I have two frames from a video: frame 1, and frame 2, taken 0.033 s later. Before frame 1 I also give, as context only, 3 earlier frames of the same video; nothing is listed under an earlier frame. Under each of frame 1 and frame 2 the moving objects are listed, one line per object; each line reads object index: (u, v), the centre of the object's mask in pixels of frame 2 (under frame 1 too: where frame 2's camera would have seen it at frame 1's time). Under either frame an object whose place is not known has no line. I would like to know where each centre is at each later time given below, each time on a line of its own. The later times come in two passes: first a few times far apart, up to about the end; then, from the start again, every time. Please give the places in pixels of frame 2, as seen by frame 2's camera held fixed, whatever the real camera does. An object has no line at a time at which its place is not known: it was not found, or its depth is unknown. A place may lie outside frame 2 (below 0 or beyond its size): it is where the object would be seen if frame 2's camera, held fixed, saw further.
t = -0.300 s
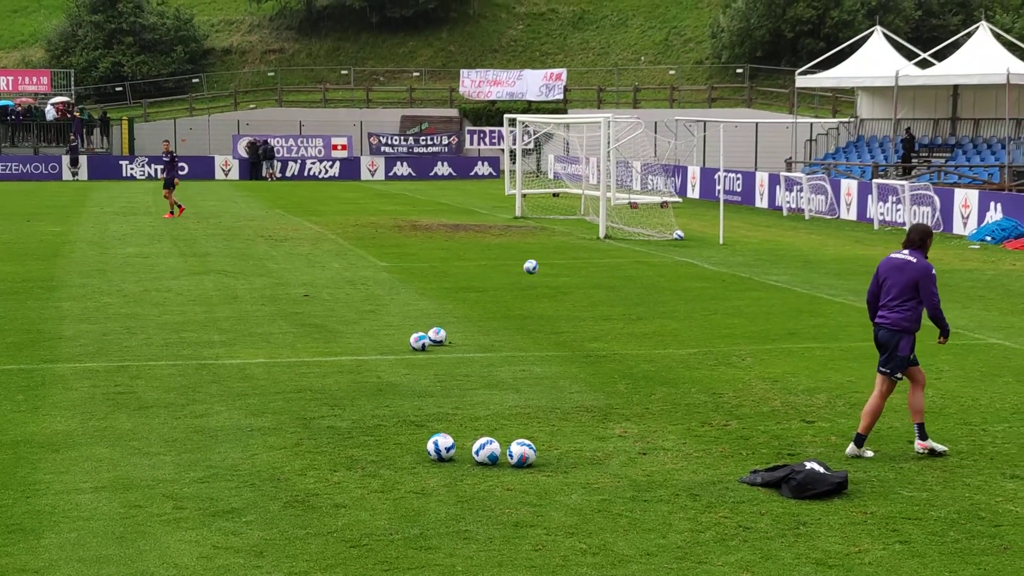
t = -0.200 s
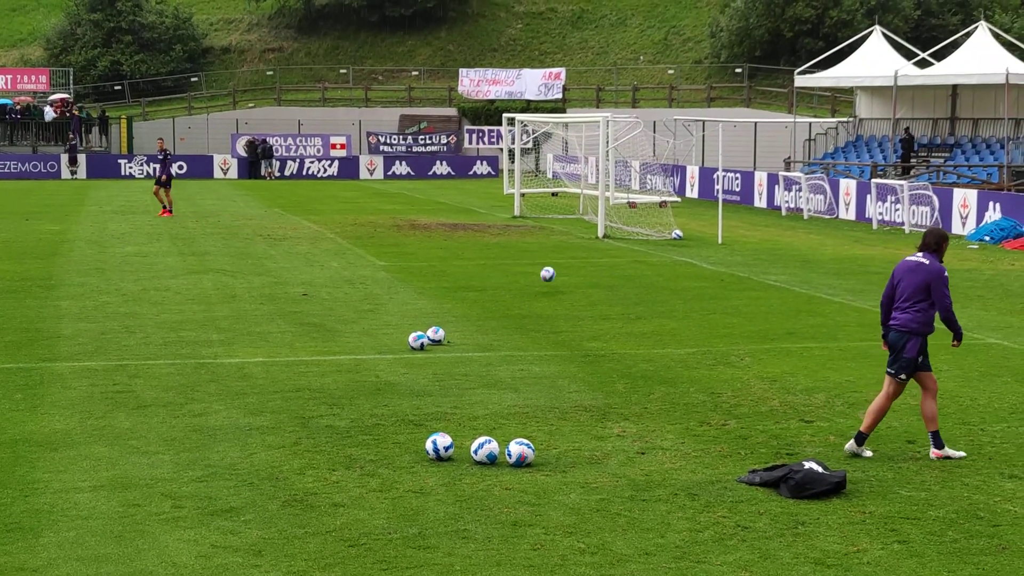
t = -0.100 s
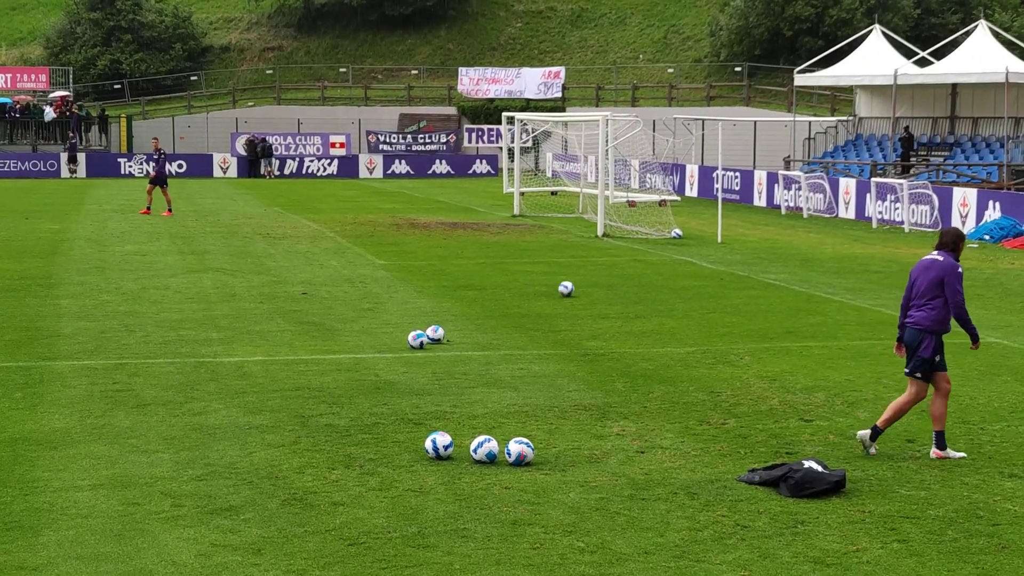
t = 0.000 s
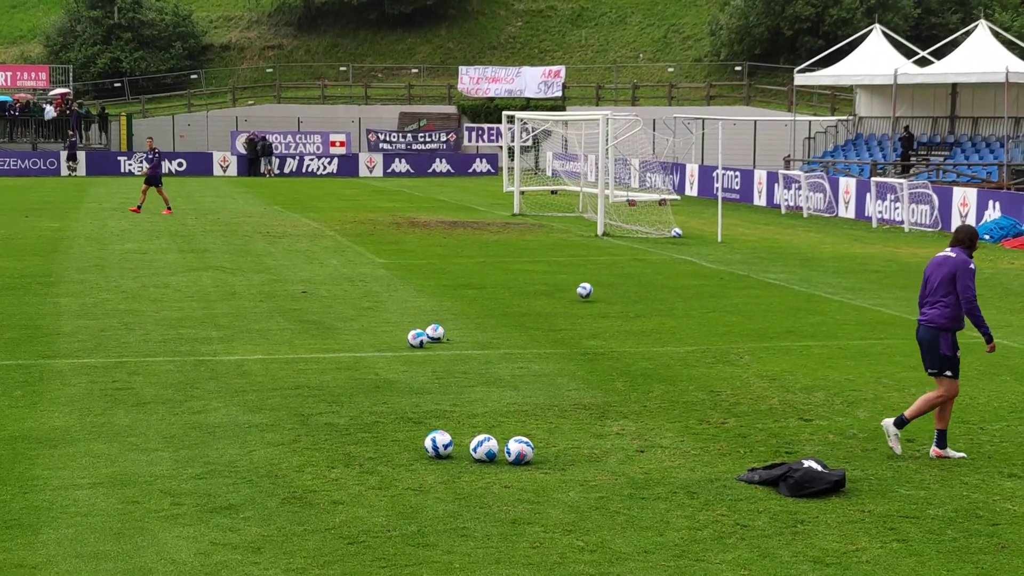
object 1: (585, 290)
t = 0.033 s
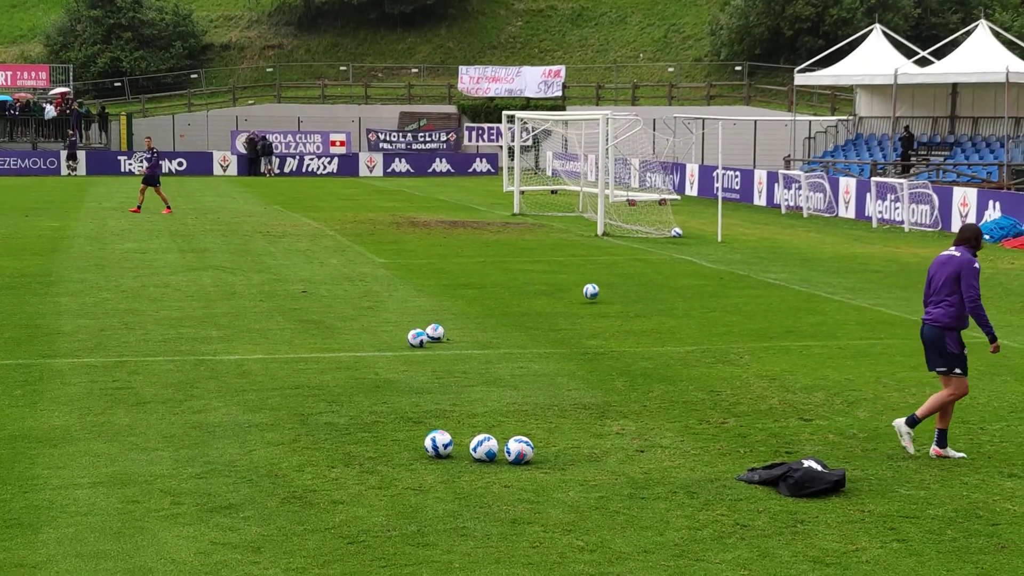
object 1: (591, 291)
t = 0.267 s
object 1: (637, 306)
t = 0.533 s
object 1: (693, 322)
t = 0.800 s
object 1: (751, 336)
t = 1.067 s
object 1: (817, 354)
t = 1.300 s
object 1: (878, 370)
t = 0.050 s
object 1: (594, 292)
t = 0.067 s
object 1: (597, 294)
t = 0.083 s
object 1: (601, 295)
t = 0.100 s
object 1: (604, 296)
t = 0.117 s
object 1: (607, 298)
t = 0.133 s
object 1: (610, 300)
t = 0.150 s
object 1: (614, 302)
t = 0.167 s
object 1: (617, 303)
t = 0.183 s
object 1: (620, 303)
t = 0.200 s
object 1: (623, 303)
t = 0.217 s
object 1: (627, 304)
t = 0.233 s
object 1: (630, 304)
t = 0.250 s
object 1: (633, 305)
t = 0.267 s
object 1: (637, 306)
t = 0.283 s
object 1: (640, 307)
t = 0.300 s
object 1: (644, 309)
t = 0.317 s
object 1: (647, 310)
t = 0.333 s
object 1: (650, 311)
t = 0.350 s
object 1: (654, 312)
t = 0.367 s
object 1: (657, 312)
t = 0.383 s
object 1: (661, 313)
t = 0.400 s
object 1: (664, 314)
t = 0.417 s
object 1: (668, 315)
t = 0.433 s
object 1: (671, 316)
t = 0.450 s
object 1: (675, 317)
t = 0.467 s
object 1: (678, 318)
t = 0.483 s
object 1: (682, 319)
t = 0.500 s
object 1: (686, 320)
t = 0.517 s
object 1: (689, 321)
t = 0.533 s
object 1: (693, 322)
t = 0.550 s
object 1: (696, 322)
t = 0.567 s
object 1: (700, 324)
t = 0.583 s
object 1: (703, 325)
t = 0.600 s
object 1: (707, 326)
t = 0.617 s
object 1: (710, 327)
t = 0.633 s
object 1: (714, 328)
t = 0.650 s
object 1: (718, 329)
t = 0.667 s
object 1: (721, 329)
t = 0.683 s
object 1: (725, 330)
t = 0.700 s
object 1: (729, 331)
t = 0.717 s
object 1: (732, 332)
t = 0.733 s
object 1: (736, 333)
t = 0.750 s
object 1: (740, 334)
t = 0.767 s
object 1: (744, 335)
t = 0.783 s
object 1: (748, 336)
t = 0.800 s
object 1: (751, 336)
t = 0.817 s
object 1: (755, 337)
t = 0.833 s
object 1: (759, 339)
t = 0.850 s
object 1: (763, 339)
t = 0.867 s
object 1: (767, 341)
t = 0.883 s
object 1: (771, 342)
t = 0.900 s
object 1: (776, 343)
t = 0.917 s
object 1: (779, 344)
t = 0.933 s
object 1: (783, 345)
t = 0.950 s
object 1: (787, 346)
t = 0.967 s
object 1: (791, 347)
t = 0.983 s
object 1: (795, 348)
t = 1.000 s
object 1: (800, 350)
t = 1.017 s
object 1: (804, 351)
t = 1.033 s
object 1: (808, 352)
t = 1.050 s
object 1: (812, 353)
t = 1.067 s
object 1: (817, 354)
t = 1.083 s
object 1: (821, 354)
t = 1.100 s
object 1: (825, 356)
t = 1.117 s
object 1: (830, 357)
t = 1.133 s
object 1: (834, 358)
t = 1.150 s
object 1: (838, 360)
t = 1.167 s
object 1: (843, 361)
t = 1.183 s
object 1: (847, 361)
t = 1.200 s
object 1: (851, 362)
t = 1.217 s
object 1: (856, 363)
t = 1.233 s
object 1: (860, 364)
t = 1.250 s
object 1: (864, 365)
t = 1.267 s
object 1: (869, 366)
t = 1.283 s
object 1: (873, 368)
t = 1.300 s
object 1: (878, 370)
